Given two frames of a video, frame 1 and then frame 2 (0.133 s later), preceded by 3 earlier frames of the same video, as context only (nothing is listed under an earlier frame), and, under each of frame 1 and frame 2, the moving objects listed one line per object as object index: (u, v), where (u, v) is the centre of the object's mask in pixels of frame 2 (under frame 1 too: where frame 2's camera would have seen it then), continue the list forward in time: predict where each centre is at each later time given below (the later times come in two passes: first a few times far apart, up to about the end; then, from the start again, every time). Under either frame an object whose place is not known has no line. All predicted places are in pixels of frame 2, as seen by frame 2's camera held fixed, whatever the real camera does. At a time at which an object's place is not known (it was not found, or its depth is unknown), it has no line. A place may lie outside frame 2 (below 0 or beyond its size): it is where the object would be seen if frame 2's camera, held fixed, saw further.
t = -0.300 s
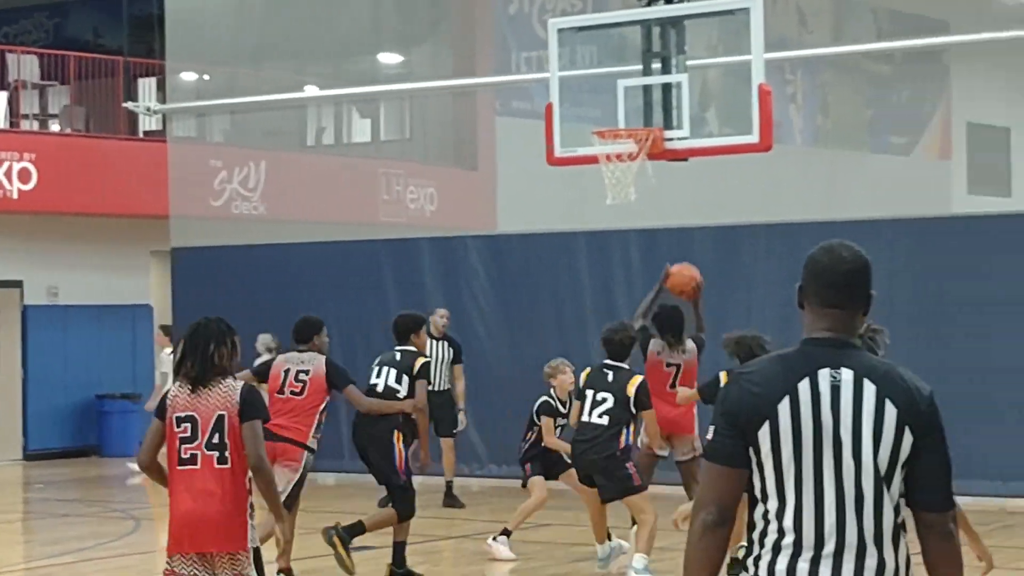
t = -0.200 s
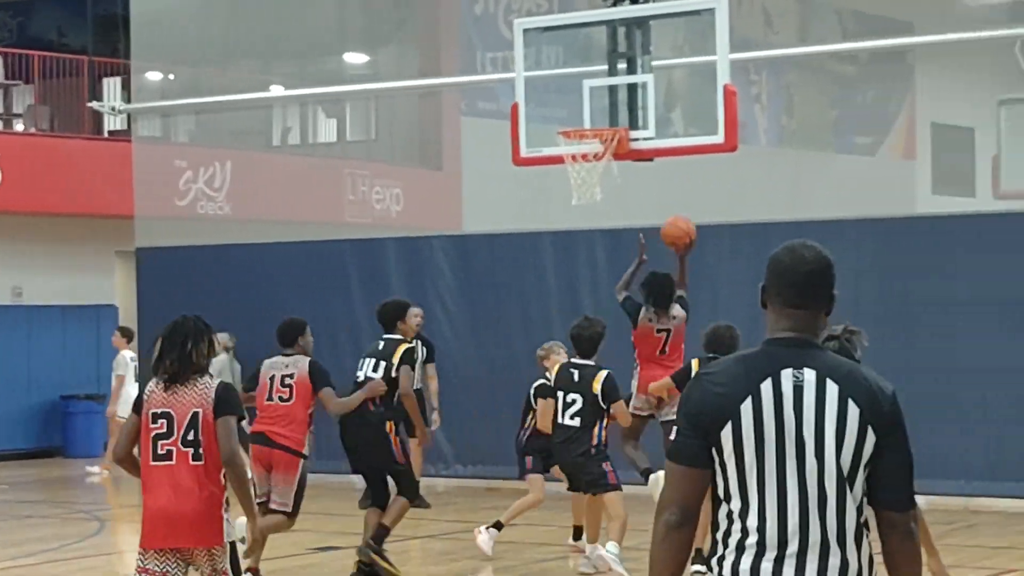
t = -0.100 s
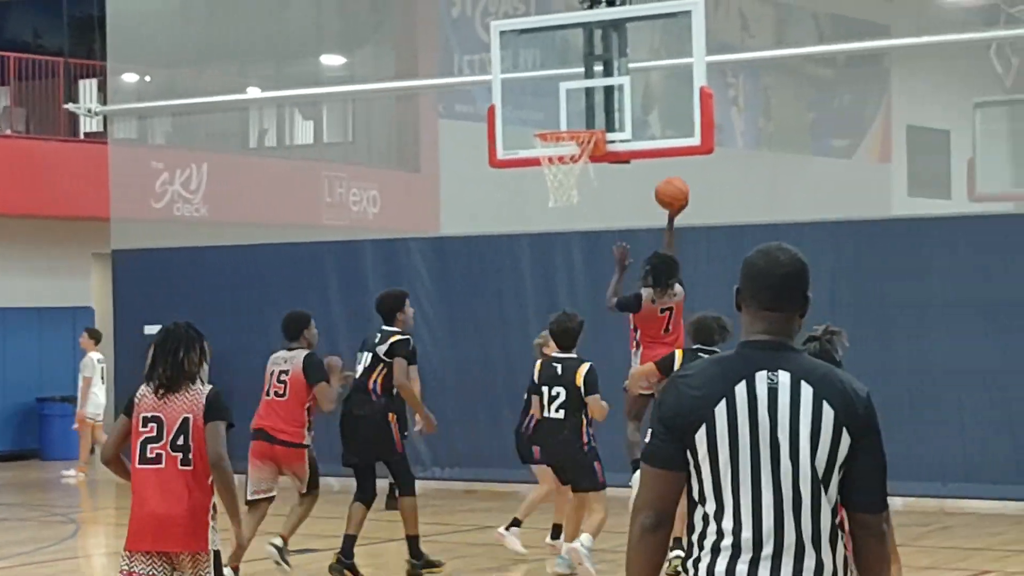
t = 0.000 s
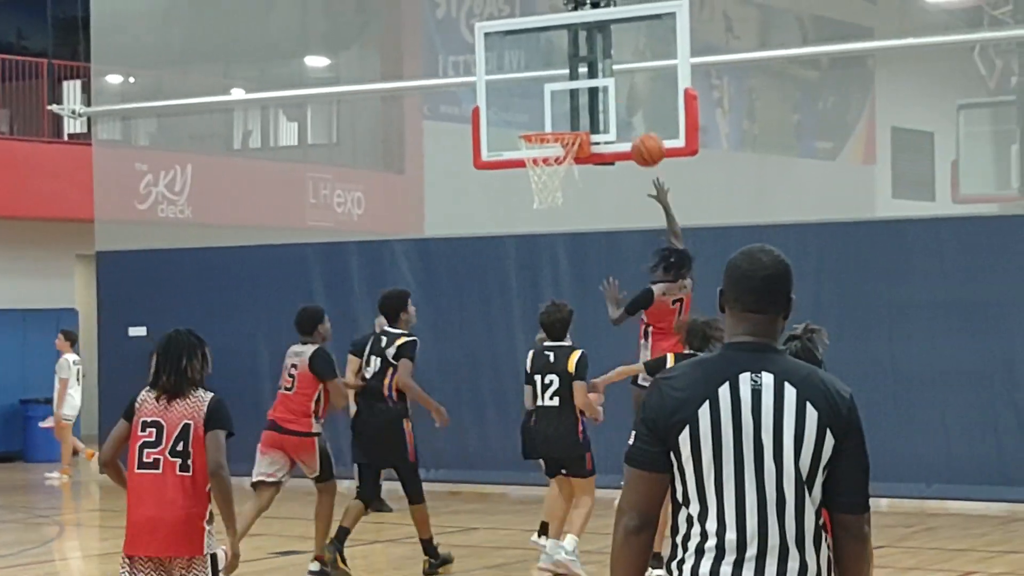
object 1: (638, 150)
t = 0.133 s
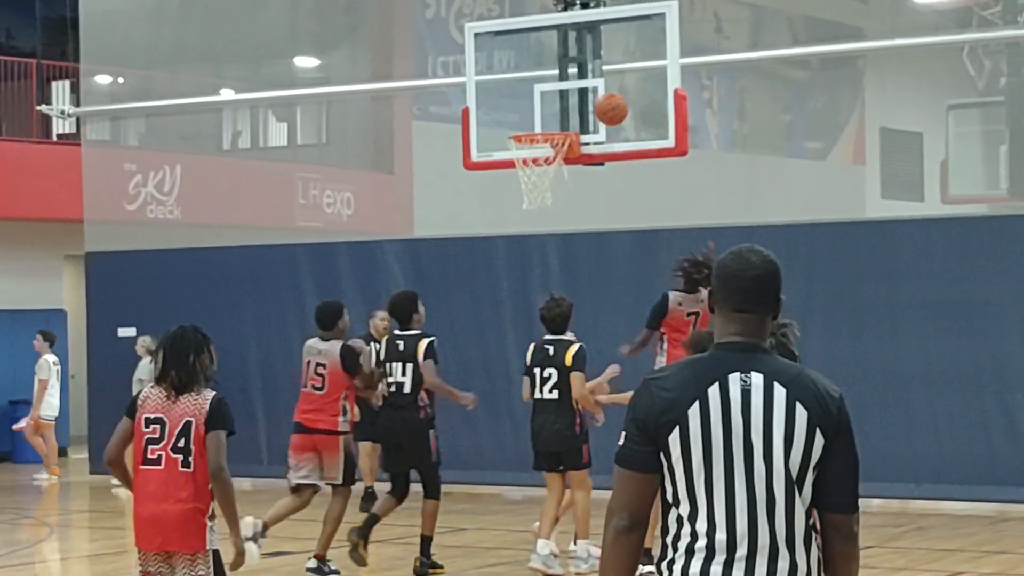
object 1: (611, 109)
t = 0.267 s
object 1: (586, 92)
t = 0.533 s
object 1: (524, 120)
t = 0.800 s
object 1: (546, 118)
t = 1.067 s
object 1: (534, 120)
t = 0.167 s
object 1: (605, 103)
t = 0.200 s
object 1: (598, 98)
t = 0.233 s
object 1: (592, 95)
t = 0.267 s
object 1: (586, 92)
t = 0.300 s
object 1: (579, 92)
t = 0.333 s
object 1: (571, 91)
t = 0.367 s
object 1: (563, 92)
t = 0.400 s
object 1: (555, 95)
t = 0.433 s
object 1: (547, 99)
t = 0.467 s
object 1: (539, 105)
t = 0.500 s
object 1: (531, 112)
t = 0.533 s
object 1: (524, 120)
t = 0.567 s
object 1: (520, 124)
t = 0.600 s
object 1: (529, 122)
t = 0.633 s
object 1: (537, 122)
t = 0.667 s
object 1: (546, 123)
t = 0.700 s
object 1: (553, 123)
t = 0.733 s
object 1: (551, 121)
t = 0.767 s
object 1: (549, 119)
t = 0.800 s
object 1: (546, 118)
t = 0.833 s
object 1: (544, 118)
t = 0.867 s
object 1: (542, 119)
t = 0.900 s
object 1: (539, 121)
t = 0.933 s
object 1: (537, 123)
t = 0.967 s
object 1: (537, 122)
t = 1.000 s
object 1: (536, 120)
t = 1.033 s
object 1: (535, 120)
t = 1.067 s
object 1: (534, 120)
